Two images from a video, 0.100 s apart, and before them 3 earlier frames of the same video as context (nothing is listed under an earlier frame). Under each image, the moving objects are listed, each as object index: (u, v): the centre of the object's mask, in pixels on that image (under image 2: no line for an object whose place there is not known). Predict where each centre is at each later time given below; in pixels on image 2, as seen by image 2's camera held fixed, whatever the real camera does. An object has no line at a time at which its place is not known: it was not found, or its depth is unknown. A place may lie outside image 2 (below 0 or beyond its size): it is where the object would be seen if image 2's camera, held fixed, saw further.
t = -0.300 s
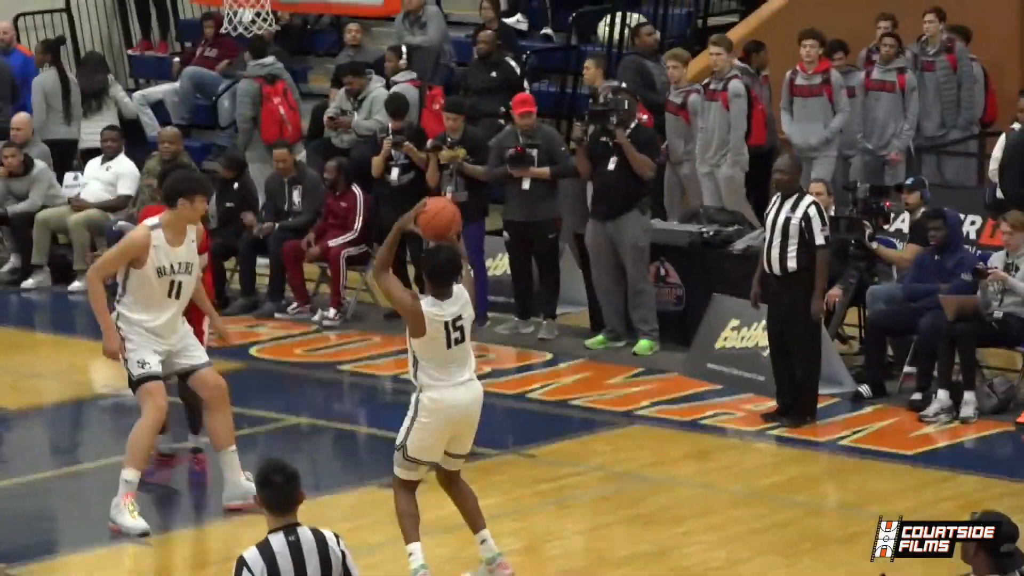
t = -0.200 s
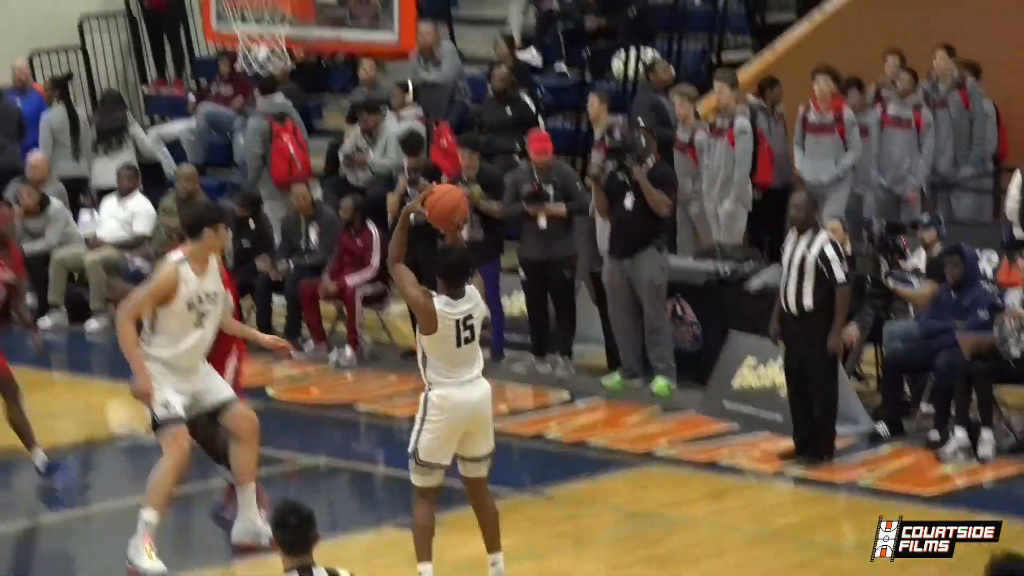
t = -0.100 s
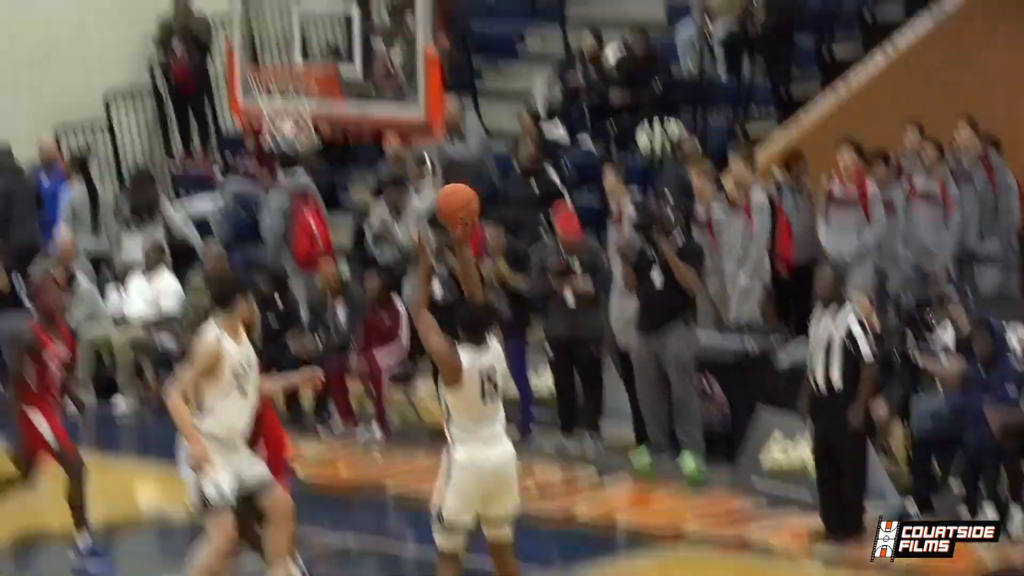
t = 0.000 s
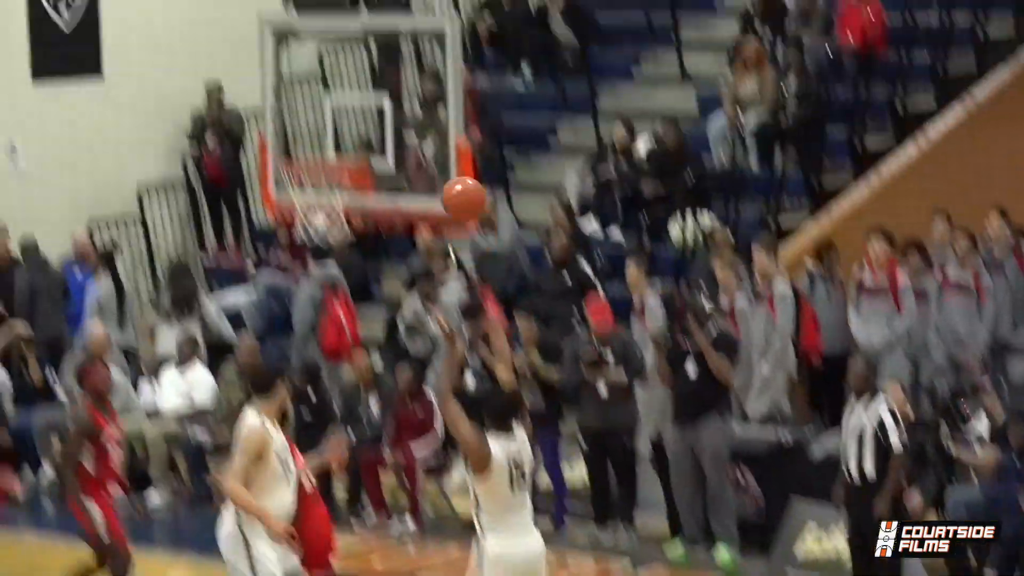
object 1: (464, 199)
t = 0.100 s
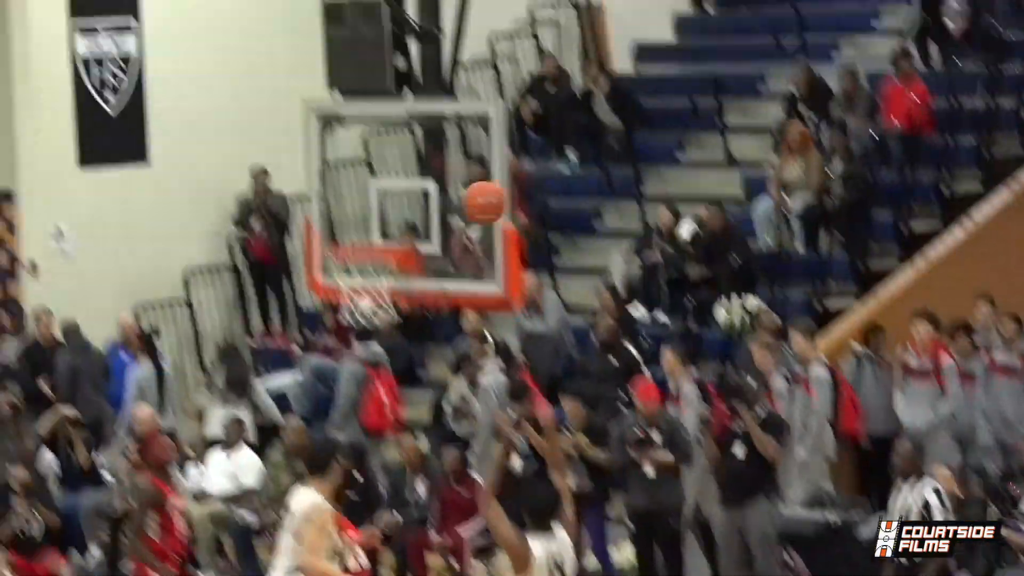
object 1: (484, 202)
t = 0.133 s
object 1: (476, 181)
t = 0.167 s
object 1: (468, 164)
